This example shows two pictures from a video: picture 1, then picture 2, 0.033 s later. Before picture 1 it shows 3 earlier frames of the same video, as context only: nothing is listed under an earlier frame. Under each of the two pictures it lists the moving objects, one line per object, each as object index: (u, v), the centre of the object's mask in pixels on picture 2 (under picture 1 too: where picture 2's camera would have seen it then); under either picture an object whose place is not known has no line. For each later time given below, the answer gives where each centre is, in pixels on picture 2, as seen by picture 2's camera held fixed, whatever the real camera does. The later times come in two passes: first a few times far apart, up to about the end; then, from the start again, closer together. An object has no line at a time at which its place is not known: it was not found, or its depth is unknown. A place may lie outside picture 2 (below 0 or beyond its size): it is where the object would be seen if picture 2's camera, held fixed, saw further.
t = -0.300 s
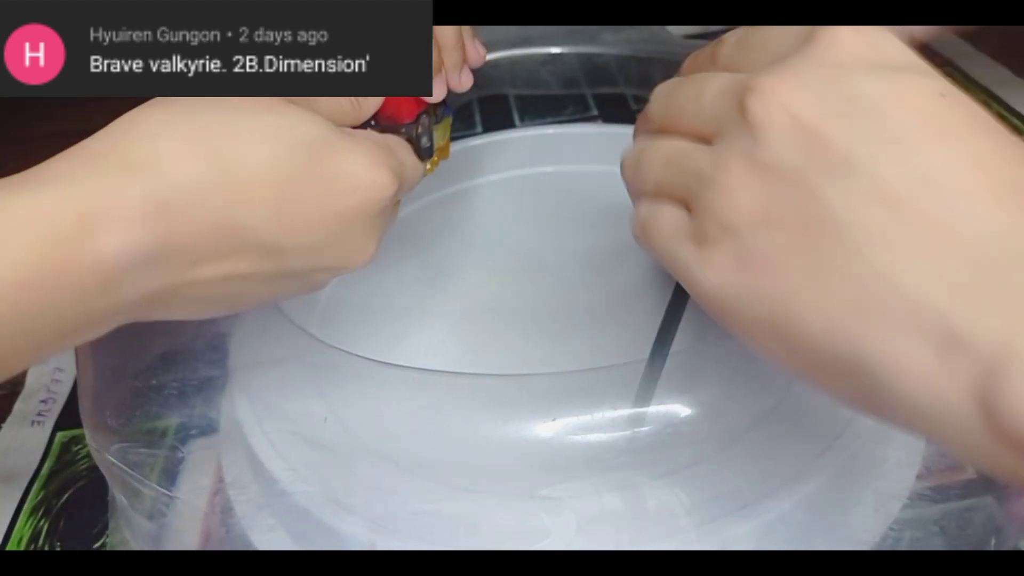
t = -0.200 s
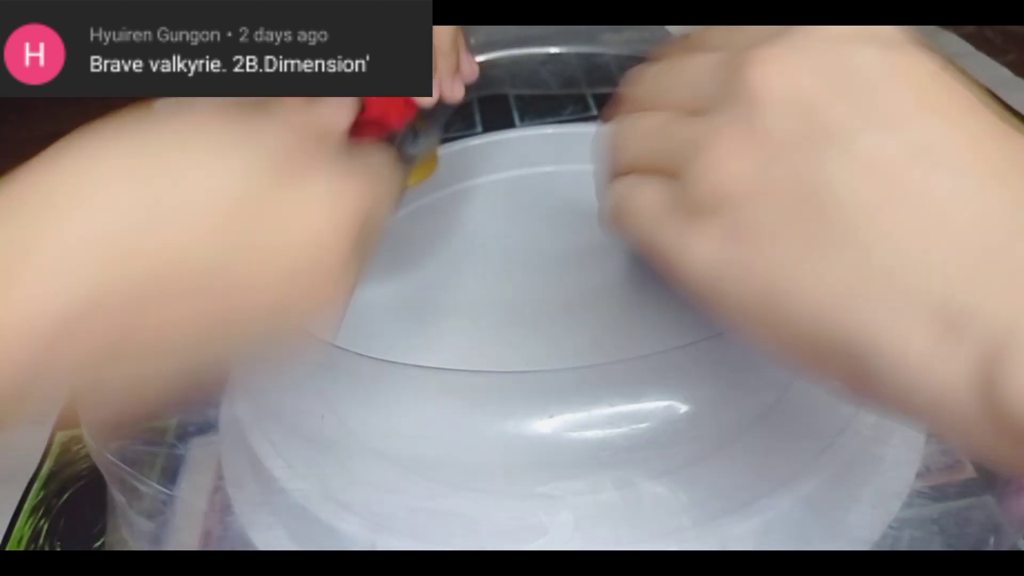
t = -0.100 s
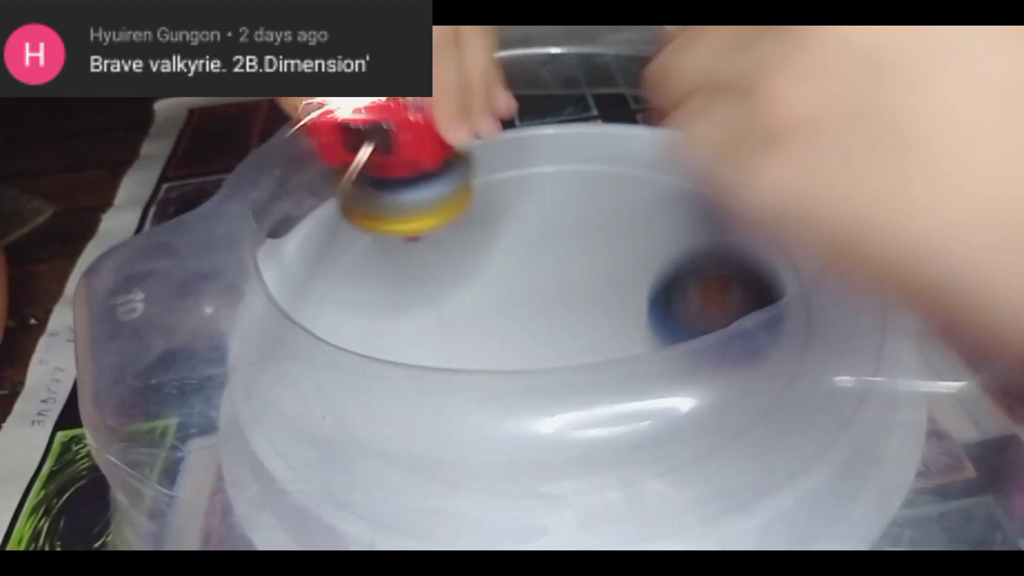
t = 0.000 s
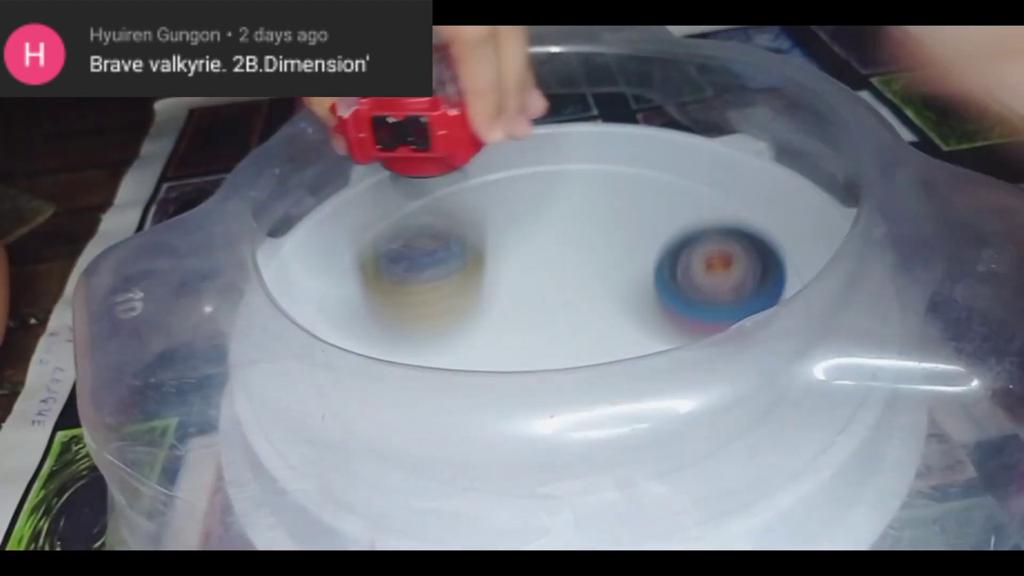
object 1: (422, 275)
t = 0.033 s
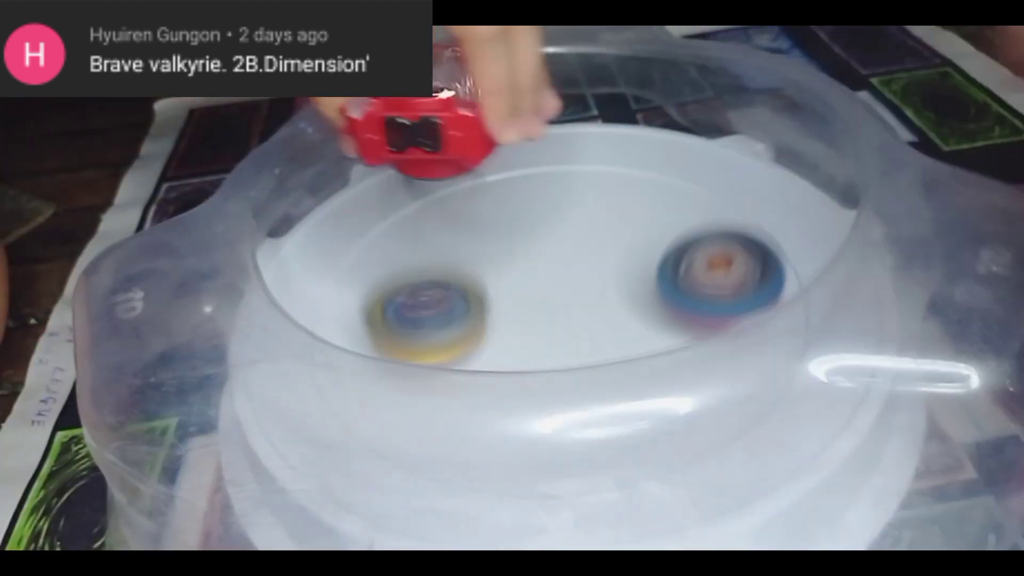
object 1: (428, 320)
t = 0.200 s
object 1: (493, 335)
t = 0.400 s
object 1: (546, 321)
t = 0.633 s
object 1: (581, 299)
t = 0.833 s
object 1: (597, 278)
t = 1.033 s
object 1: (597, 260)
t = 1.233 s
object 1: (586, 249)
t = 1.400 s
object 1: (574, 246)
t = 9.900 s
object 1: (596, 132)
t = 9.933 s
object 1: (588, 136)
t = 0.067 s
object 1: (434, 312)
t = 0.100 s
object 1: (445, 311)
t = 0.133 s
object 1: (461, 325)
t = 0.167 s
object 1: (478, 335)
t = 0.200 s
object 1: (493, 335)
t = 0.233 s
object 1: (505, 336)
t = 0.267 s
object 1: (515, 334)
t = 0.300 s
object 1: (525, 331)
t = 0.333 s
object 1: (533, 329)
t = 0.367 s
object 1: (540, 325)
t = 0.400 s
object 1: (546, 321)
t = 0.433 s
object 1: (550, 316)
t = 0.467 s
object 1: (553, 310)
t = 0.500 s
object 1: (556, 304)
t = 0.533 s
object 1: (559, 299)
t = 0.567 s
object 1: (568, 302)
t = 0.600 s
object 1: (575, 301)
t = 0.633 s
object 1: (581, 299)
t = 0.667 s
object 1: (585, 296)
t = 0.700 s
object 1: (588, 293)
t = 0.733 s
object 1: (591, 289)
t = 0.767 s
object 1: (594, 285)
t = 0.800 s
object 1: (596, 282)
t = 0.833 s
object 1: (597, 278)
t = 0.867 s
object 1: (598, 274)
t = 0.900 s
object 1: (598, 272)
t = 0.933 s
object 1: (598, 268)
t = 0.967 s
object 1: (598, 266)
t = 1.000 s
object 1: (598, 263)
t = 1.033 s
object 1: (597, 260)
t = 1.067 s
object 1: (595, 258)
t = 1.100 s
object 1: (593, 256)
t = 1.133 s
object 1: (591, 254)
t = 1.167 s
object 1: (590, 252)
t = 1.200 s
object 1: (588, 250)
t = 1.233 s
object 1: (586, 249)
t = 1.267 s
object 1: (584, 248)
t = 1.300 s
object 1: (582, 246)
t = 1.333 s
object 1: (579, 246)
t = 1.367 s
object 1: (576, 245)
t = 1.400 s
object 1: (574, 246)
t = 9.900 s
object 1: (596, 132)
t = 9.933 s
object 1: (588, 136)
